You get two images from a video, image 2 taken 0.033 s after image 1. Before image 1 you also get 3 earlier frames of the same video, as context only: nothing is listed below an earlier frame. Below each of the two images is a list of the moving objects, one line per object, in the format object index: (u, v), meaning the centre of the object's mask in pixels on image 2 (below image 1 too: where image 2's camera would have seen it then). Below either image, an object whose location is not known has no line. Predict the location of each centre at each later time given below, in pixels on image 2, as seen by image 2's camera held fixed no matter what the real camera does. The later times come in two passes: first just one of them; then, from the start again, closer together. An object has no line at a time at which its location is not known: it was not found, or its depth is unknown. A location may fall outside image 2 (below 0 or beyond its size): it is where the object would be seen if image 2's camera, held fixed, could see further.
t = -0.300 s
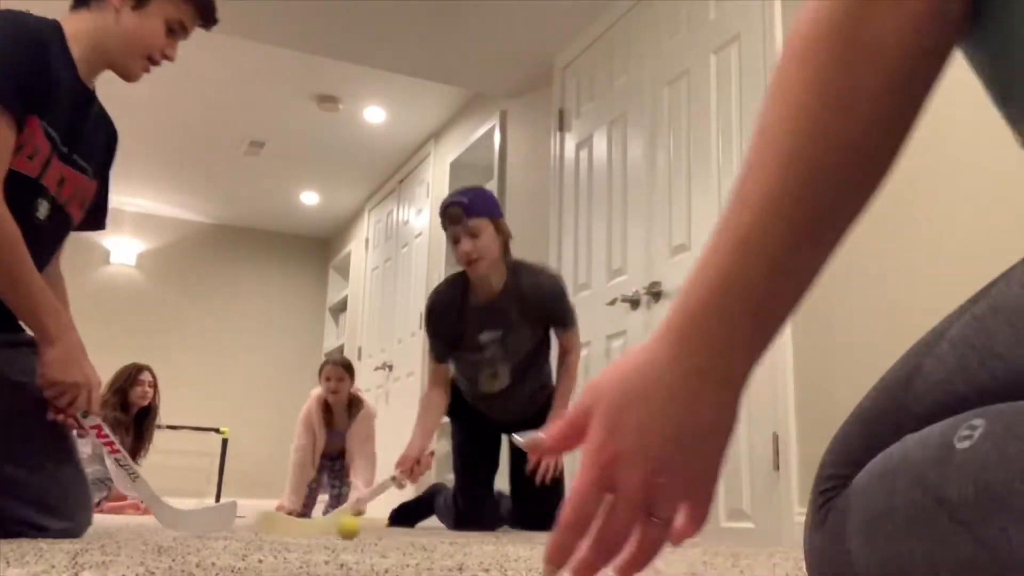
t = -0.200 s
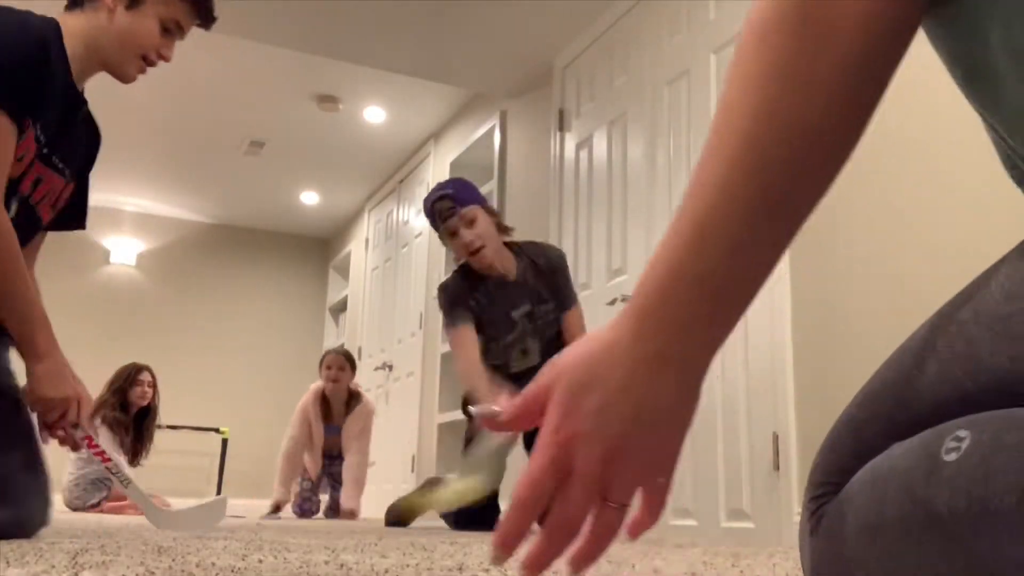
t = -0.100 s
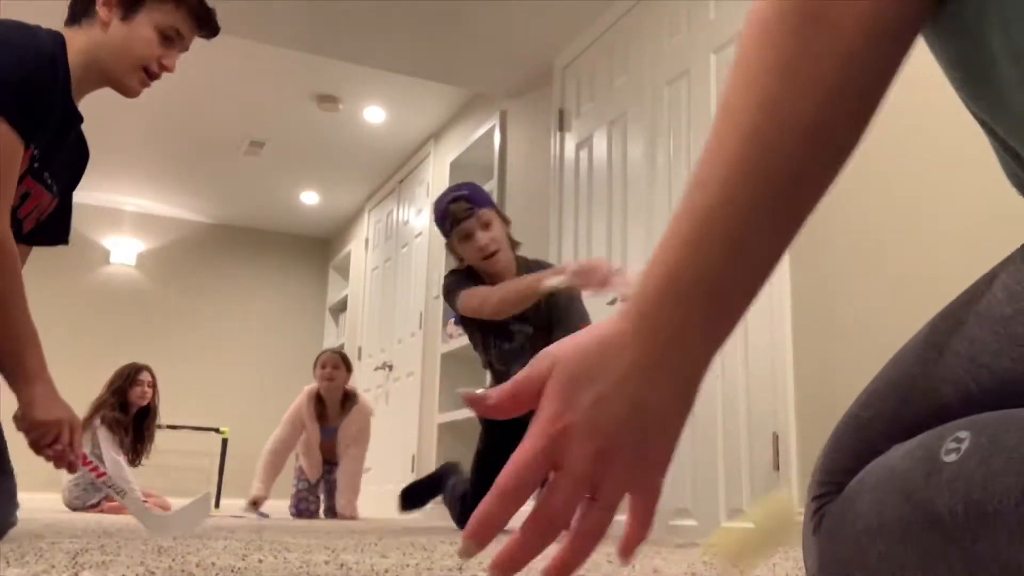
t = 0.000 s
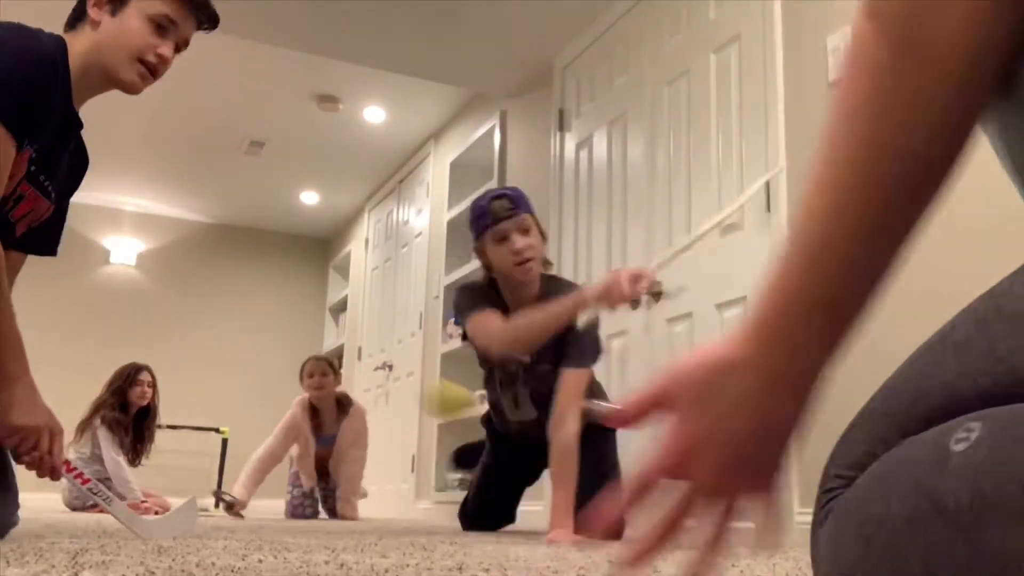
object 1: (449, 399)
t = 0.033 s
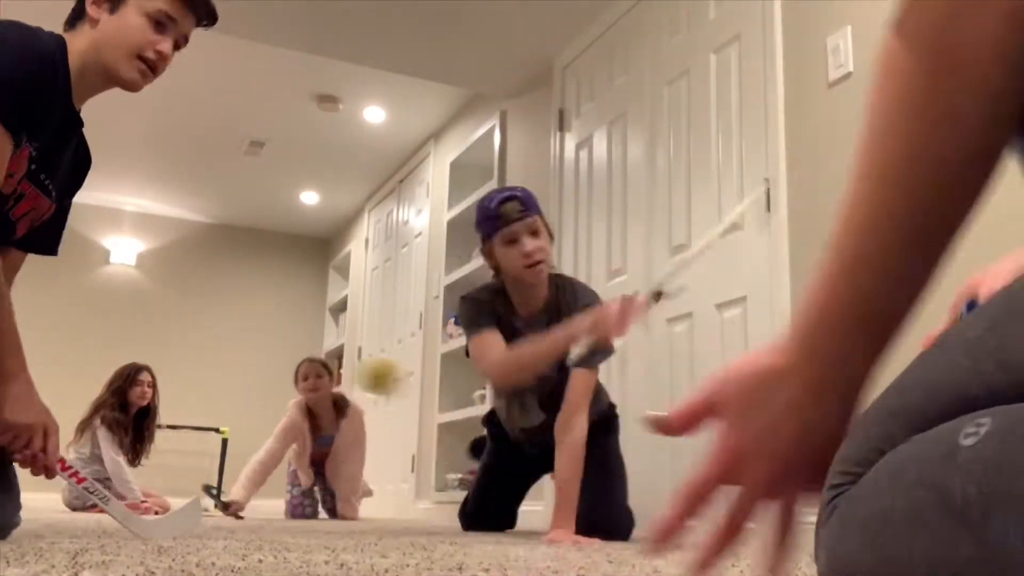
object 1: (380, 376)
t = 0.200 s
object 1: (117, 392)
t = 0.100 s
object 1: (260, 358)
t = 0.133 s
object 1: (208, 362)
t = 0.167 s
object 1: (161, 374)
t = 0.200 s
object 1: (117, 392)
